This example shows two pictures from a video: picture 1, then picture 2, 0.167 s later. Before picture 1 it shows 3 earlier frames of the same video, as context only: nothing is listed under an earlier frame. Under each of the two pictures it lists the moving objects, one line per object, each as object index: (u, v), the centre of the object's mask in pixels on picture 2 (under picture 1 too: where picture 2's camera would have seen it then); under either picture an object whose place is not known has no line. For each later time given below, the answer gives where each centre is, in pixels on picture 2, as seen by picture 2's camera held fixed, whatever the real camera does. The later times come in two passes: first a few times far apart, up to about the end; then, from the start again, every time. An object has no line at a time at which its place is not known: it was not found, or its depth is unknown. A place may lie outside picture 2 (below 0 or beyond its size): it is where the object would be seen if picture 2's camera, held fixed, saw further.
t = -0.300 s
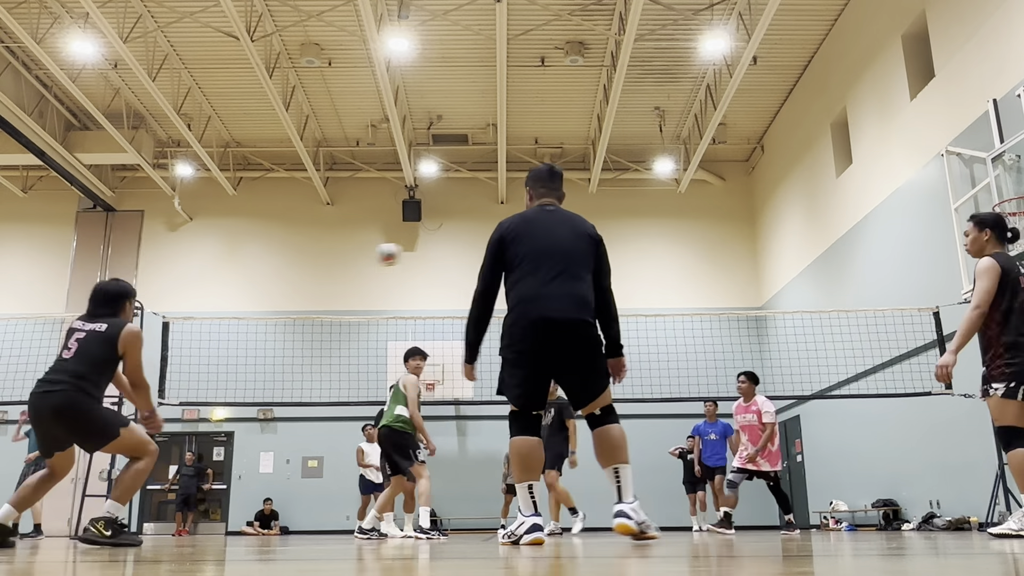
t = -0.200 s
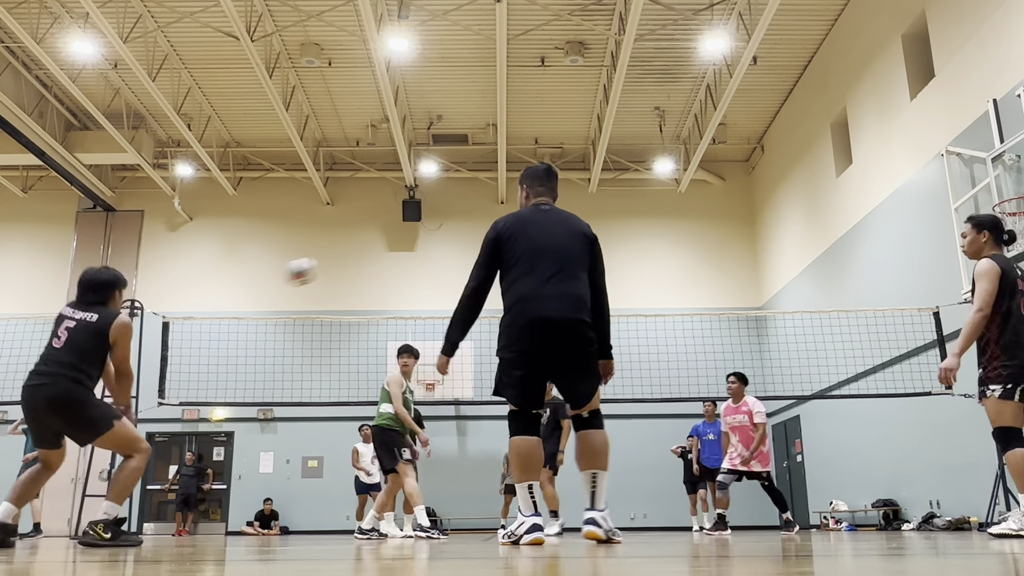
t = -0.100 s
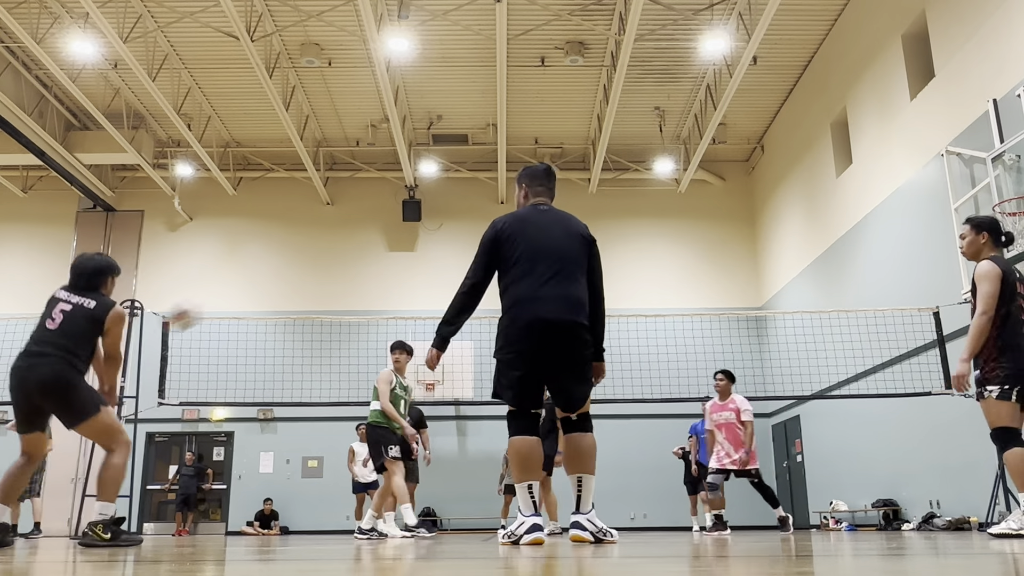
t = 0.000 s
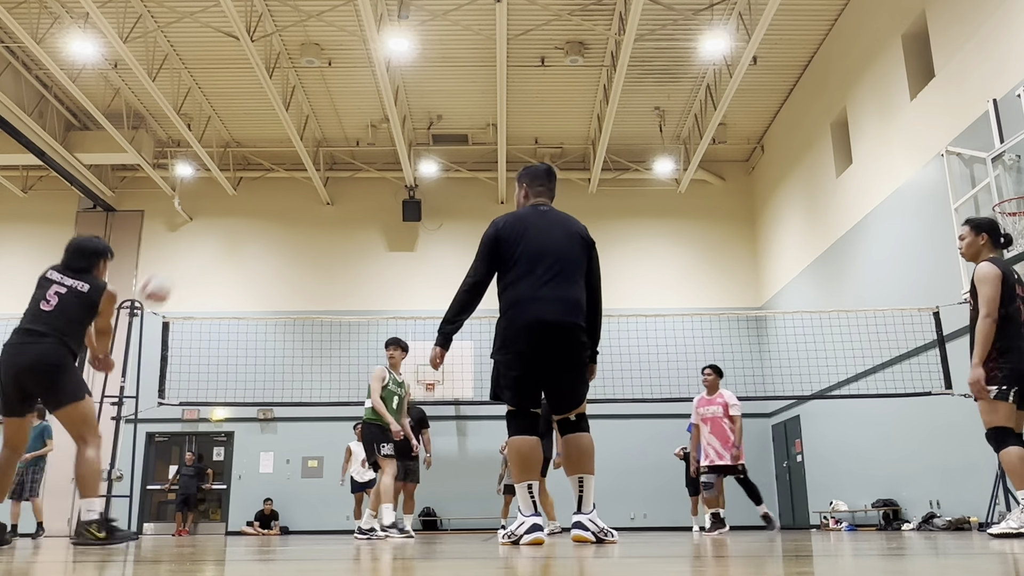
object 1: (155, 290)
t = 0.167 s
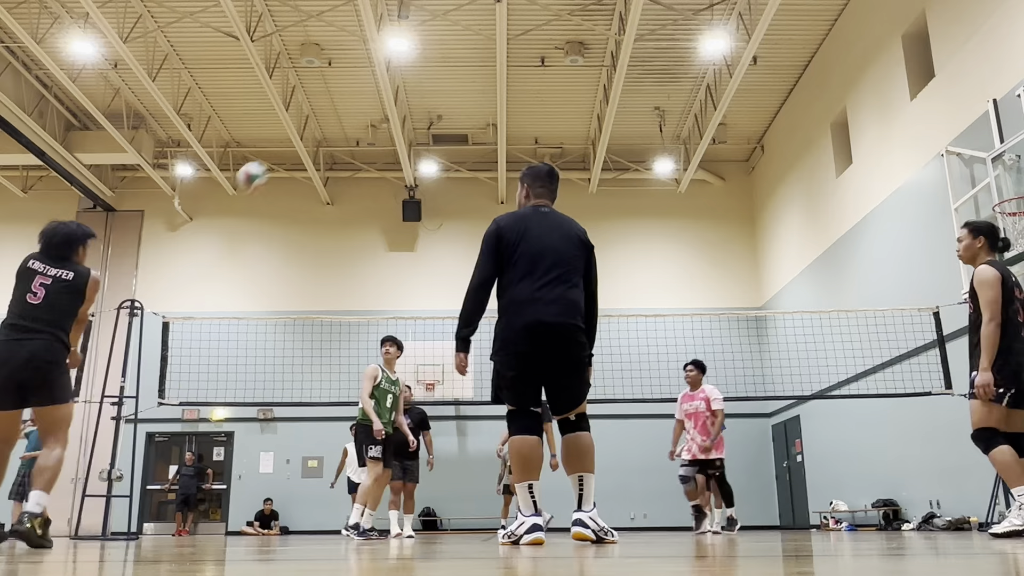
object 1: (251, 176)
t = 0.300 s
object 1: (310, 131)
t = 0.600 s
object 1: (404, 111)
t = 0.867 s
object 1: (466, 160)
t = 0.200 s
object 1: (267, 162)
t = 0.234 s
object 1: (281, 150)
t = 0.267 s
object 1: (296, 139)
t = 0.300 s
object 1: (310, 131)
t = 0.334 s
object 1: (322, 124)
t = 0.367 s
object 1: (334, 117)
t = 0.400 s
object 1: (345, 114)
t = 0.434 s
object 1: (356, 111)
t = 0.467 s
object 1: (367, 108)
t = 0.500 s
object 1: (376, 108)
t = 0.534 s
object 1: (385, 108)
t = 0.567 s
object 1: (395, 110)
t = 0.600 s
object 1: (404, 111)
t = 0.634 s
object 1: (412, 114)
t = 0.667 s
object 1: (420, 119)
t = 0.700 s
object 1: (429, 124)
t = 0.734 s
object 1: (436, 130)
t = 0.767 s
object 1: (444, 137)
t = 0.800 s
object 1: (451, 144)
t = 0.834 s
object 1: (458, 152)
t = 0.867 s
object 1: (466, 160)
